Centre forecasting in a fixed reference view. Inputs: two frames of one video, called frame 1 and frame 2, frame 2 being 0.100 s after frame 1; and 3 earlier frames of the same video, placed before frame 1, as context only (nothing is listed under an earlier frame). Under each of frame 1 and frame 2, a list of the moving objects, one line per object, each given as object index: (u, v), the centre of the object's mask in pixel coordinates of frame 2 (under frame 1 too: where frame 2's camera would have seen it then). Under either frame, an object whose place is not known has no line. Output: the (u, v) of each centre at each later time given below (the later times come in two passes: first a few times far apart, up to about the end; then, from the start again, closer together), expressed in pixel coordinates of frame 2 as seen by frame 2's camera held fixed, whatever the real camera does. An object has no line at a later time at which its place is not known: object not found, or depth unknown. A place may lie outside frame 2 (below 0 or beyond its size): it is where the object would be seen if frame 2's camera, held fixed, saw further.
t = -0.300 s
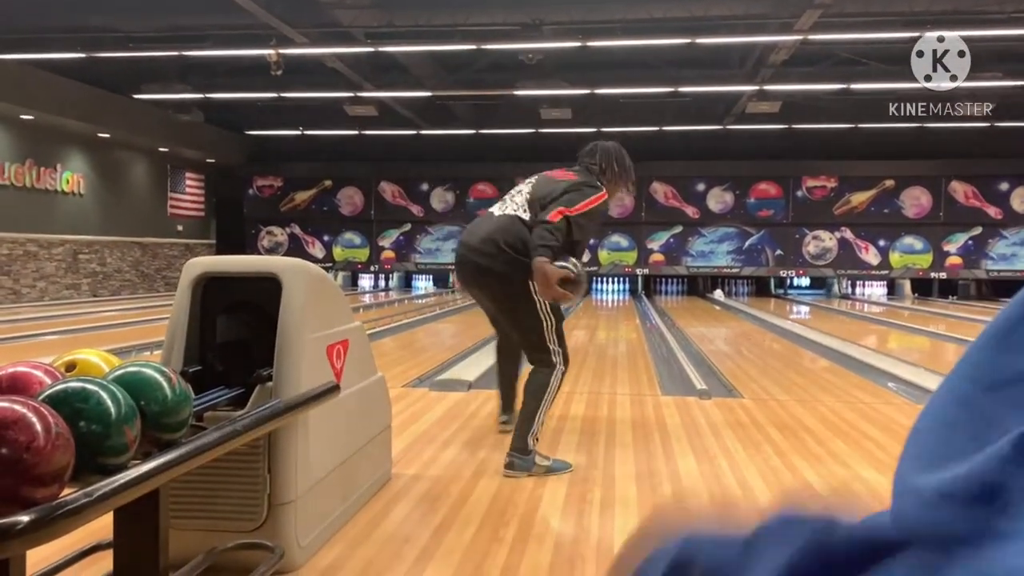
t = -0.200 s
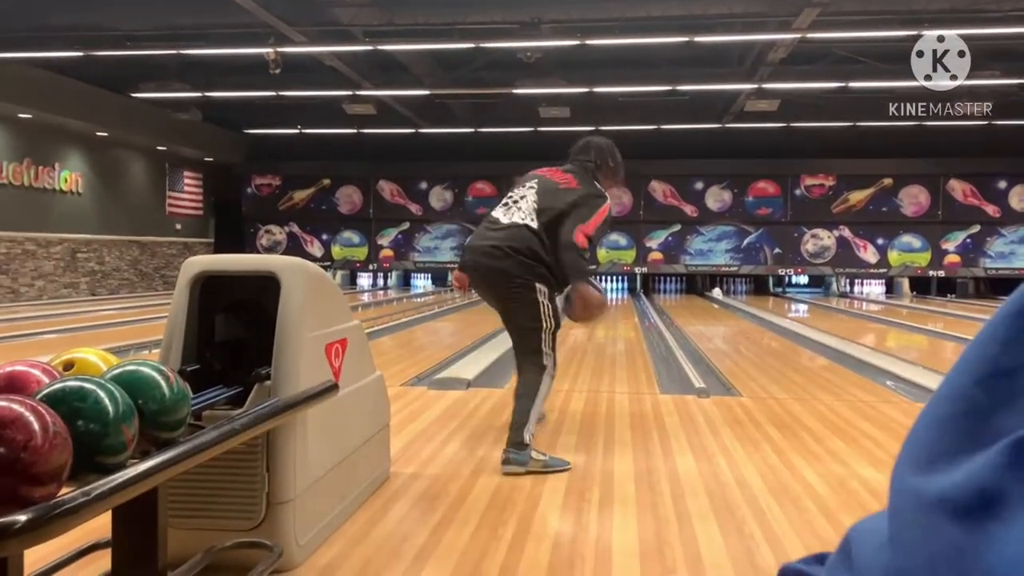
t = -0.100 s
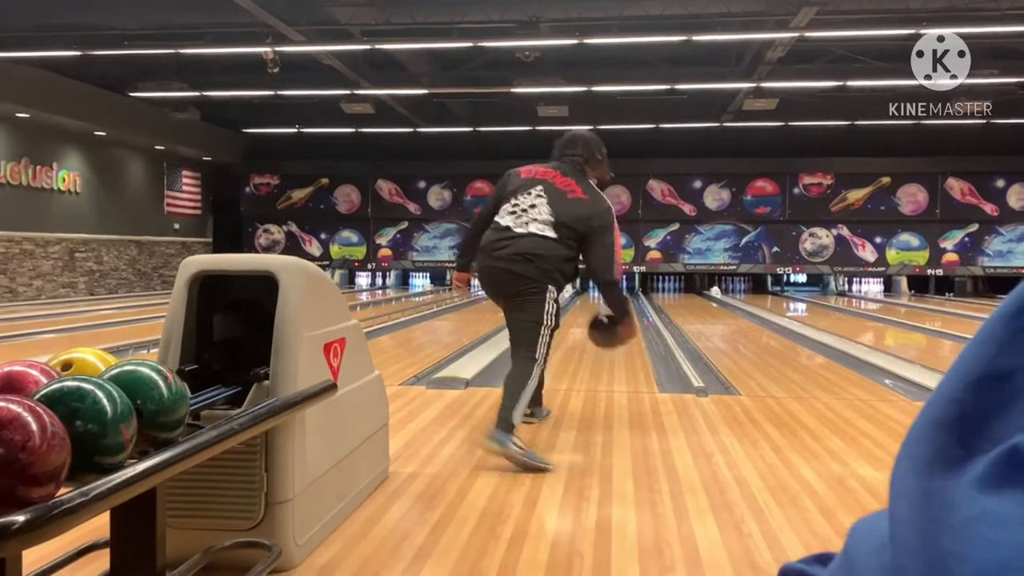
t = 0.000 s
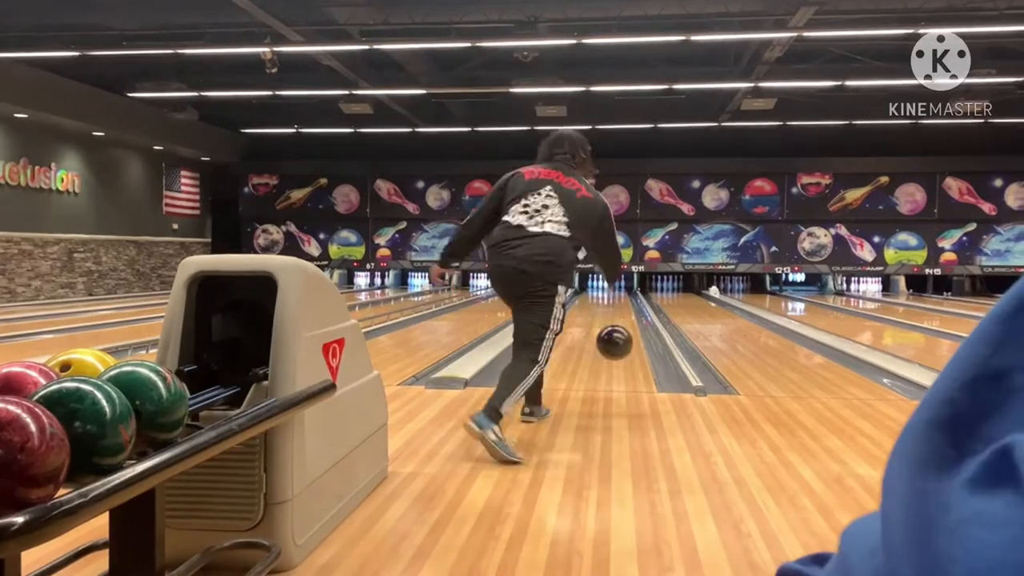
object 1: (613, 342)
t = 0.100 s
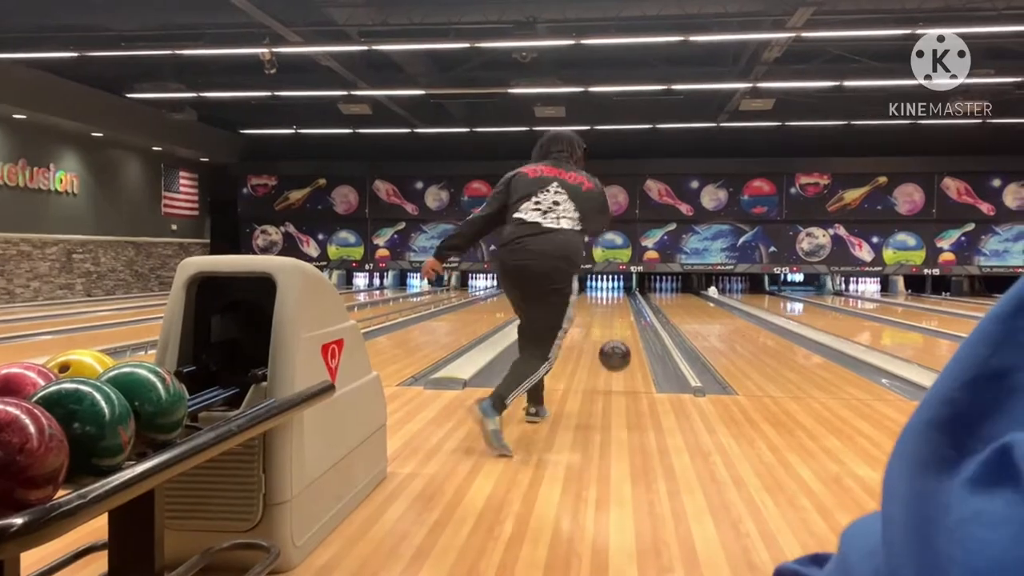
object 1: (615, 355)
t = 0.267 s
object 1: (616, 354)
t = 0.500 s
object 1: (623, 336)
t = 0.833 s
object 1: (618, 323)
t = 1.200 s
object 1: (615, 311)
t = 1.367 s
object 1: (618, 307)
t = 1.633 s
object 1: (617, 302)
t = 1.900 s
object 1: (616, 297)
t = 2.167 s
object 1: (615, 294)
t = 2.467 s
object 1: (613, 290)
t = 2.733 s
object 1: (611, 287)
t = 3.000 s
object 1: (607, 286)
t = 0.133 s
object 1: (615, 362)
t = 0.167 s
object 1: (615, 367)
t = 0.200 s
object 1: (615, 361)
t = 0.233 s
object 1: (616, 356)
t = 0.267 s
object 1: (616, 354)
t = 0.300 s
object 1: (616, 353)
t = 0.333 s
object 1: (617, 351)
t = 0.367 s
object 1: (617, 349)
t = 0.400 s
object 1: (617, 346)
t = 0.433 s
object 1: (619, 343)
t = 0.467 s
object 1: (621, 341)
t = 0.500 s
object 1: (623, 336)
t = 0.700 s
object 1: (613, 331)
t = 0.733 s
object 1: (615, 328)
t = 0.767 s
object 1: (616, 326)
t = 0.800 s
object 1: (617, 325)
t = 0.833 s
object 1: (618, 323)
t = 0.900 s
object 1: (619, 322)
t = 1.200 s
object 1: (615, 311)
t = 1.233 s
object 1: (618, 311)
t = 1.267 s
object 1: (618, 309)
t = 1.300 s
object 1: (618, 309)
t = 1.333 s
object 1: (618, 308)
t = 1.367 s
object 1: (618, 307)
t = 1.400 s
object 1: (618, 306)
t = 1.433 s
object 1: (618, 306)
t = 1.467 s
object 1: (618, 305)
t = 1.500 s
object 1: (618, 304)
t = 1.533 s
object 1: (618, 304)
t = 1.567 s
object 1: (617, 303)
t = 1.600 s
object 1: (617, 303)
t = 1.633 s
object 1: (617, 302)
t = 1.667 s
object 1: (617, 301)
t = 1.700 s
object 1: (617, 301)
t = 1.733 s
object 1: (617, 300)
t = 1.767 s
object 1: (617, 300)
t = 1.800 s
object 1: (617, 299)
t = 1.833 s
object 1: (617, 299)
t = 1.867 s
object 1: (617, 298)
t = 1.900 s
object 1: (616, 297)
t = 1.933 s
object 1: (616, 297)
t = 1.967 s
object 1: (617, 296)
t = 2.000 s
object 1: (616, 296)
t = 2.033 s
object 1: (616, 296)
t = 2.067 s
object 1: (615, 295)
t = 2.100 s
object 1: (615, 295)
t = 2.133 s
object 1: (615, 295)
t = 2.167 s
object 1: (615, 294)
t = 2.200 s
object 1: (615, 294)
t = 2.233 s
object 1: (615, 292)
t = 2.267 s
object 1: (615, 292)
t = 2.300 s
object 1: (615, 292)
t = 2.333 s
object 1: (614, 291)
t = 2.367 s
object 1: (614, 291)
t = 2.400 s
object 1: (614, 291)
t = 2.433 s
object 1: (614, 290)
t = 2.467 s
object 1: (613, 290)
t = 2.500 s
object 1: (613, 290)
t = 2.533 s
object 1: (612, 289)
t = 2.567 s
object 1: (612, 289)
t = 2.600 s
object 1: (612, 289)
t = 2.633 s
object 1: (612, 289)
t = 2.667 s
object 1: (612, 288)
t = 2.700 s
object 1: (611, 288)
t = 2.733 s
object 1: (611, 287)
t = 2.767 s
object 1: (610, 287)
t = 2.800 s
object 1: (610, 288)
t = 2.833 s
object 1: (609, 287)
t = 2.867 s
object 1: (609, 287)
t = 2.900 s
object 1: (608, 287)
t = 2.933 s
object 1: (608, 286)
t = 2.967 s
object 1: (607, 286)
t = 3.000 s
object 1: (607, 286)
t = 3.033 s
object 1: (606, 286)
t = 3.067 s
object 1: (606, 286)
